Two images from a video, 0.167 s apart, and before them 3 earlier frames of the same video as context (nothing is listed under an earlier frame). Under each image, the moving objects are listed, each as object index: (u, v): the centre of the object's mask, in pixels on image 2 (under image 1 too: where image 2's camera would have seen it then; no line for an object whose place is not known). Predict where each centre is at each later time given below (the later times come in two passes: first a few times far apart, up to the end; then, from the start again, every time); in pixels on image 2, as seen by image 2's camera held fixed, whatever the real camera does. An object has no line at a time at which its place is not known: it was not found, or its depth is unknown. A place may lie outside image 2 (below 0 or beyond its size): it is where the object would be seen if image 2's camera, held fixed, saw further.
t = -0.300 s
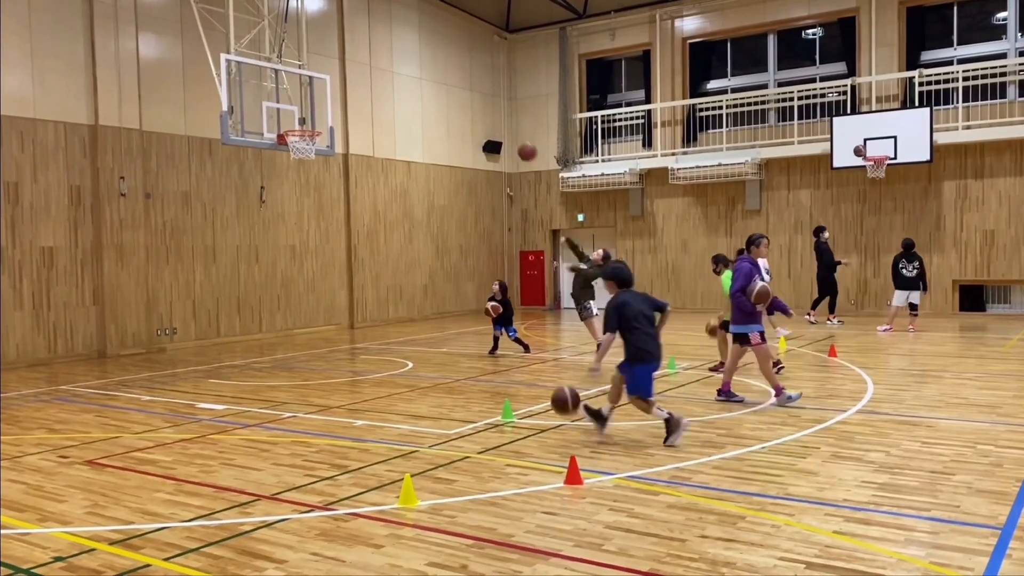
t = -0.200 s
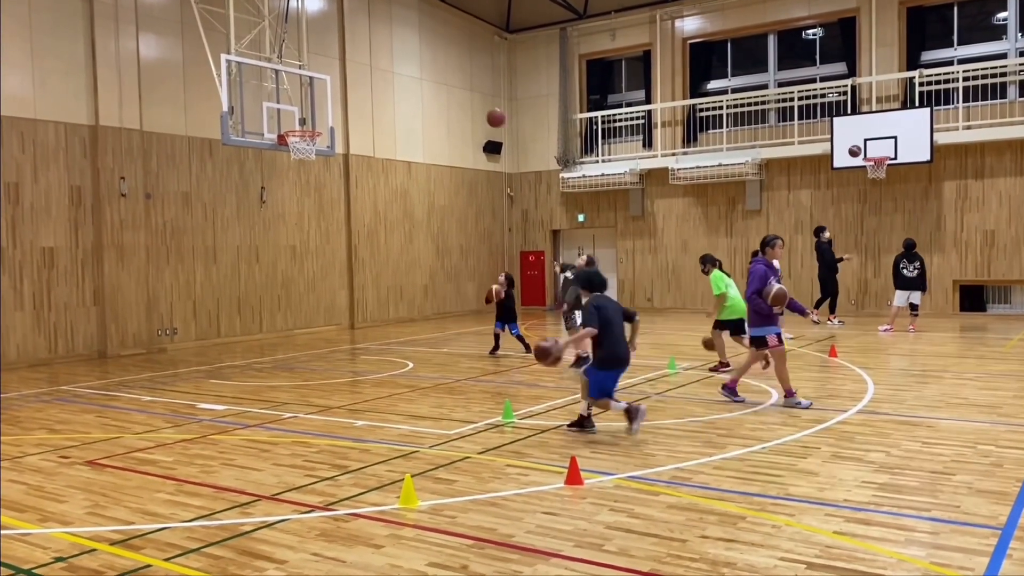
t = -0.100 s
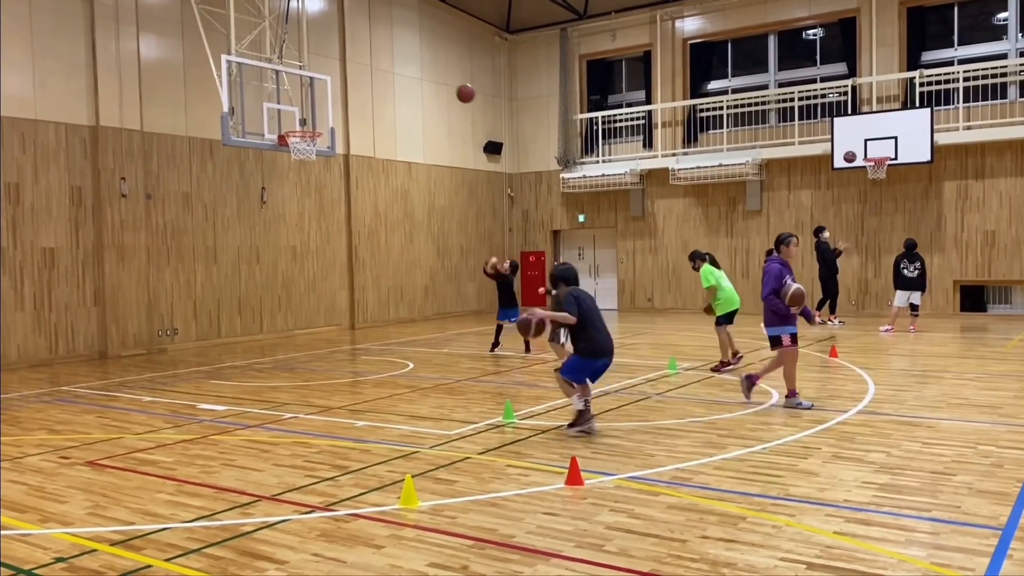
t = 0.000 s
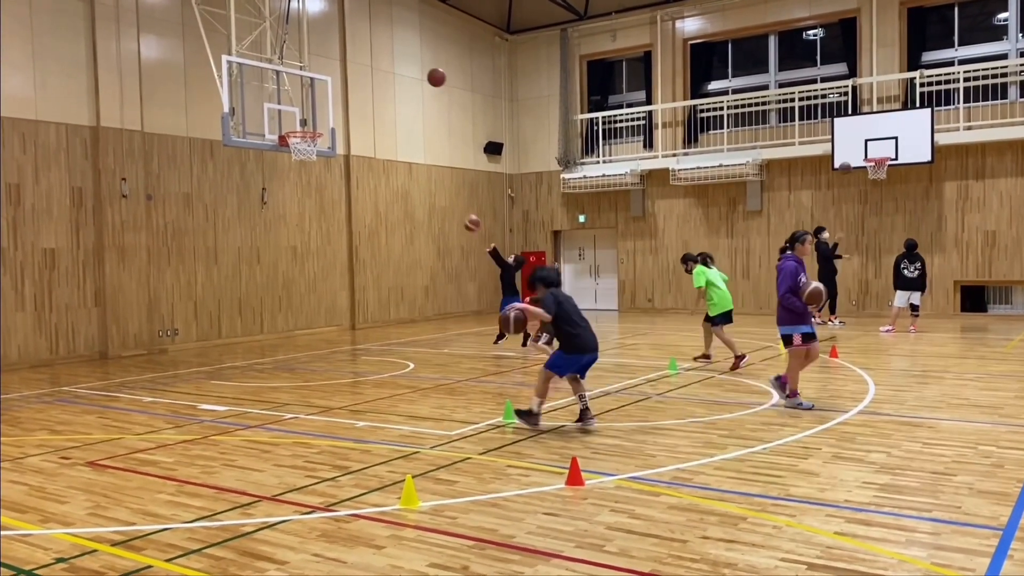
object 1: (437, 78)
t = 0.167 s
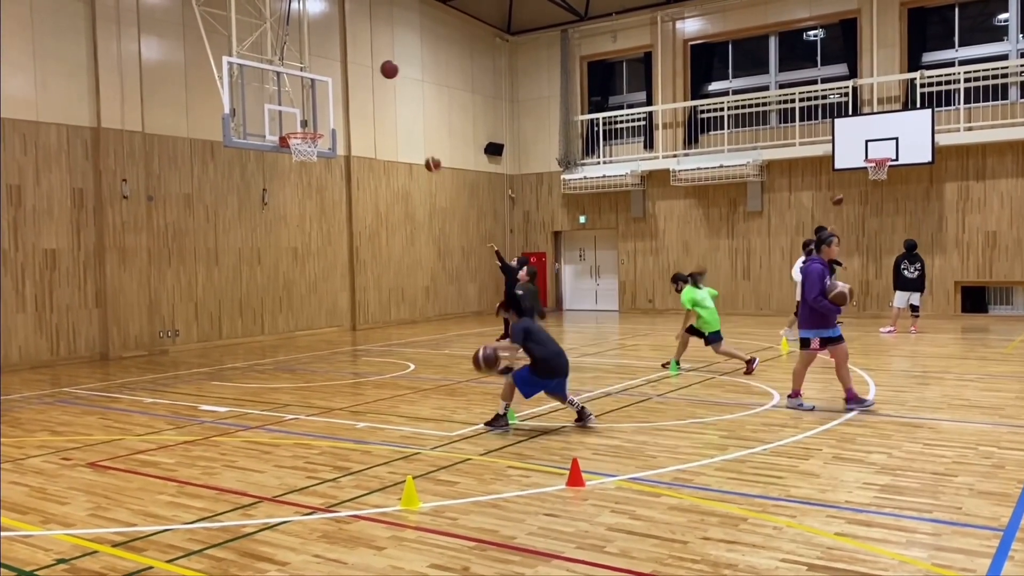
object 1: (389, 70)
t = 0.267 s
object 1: (362, 74)
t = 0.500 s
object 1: (304, 114)
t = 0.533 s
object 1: (298, 121)
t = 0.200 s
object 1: (380, 70)
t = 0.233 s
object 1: (371, 72)
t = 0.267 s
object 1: (362, 74)
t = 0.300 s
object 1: (353, 77)
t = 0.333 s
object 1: (345, 81)
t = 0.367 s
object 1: (336, 86)
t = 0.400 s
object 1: (328, 92)
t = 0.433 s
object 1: (320, 98)
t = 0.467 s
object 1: (311, 105)
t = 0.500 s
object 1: (304, 114)
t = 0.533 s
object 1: (298, 121)
